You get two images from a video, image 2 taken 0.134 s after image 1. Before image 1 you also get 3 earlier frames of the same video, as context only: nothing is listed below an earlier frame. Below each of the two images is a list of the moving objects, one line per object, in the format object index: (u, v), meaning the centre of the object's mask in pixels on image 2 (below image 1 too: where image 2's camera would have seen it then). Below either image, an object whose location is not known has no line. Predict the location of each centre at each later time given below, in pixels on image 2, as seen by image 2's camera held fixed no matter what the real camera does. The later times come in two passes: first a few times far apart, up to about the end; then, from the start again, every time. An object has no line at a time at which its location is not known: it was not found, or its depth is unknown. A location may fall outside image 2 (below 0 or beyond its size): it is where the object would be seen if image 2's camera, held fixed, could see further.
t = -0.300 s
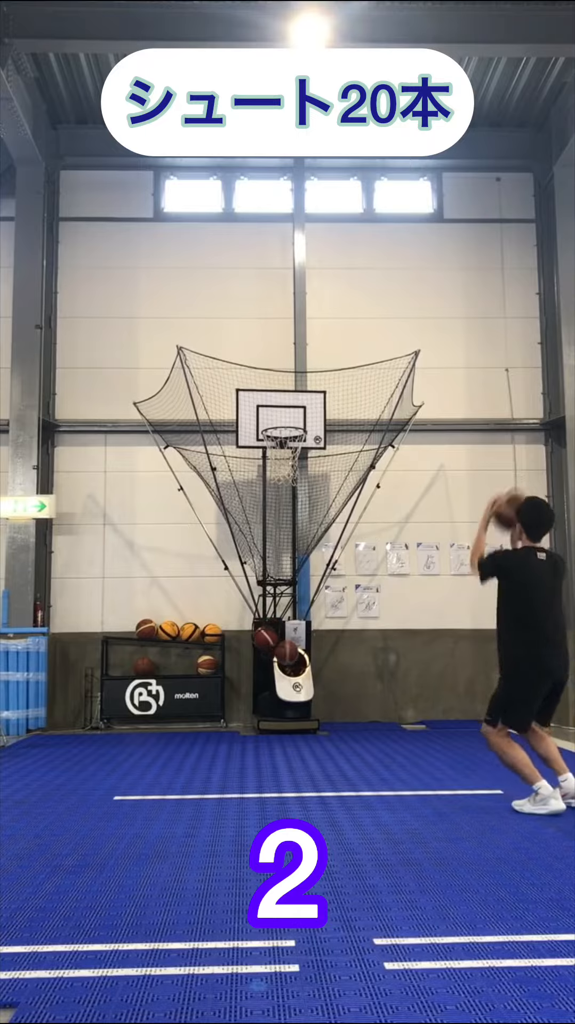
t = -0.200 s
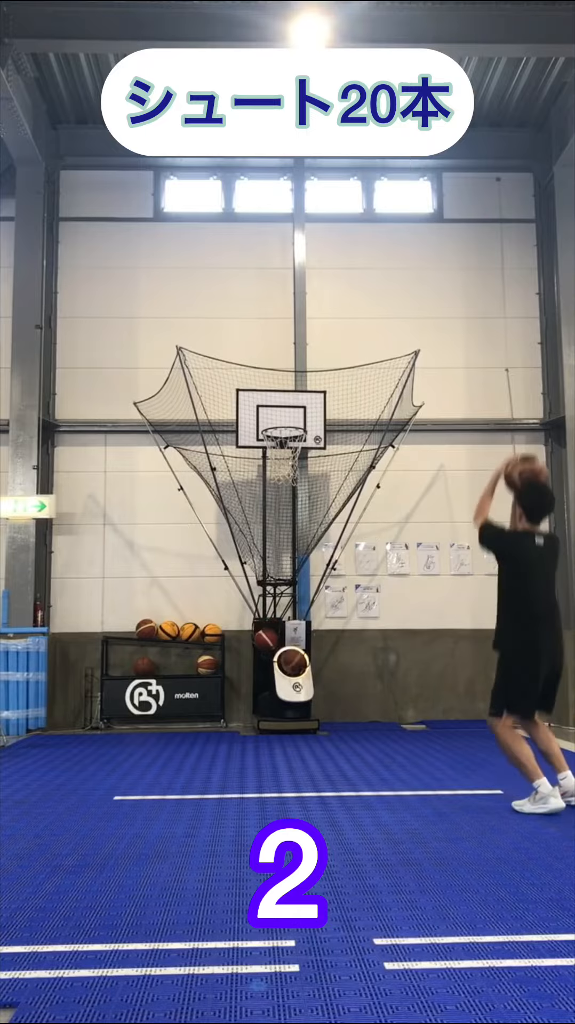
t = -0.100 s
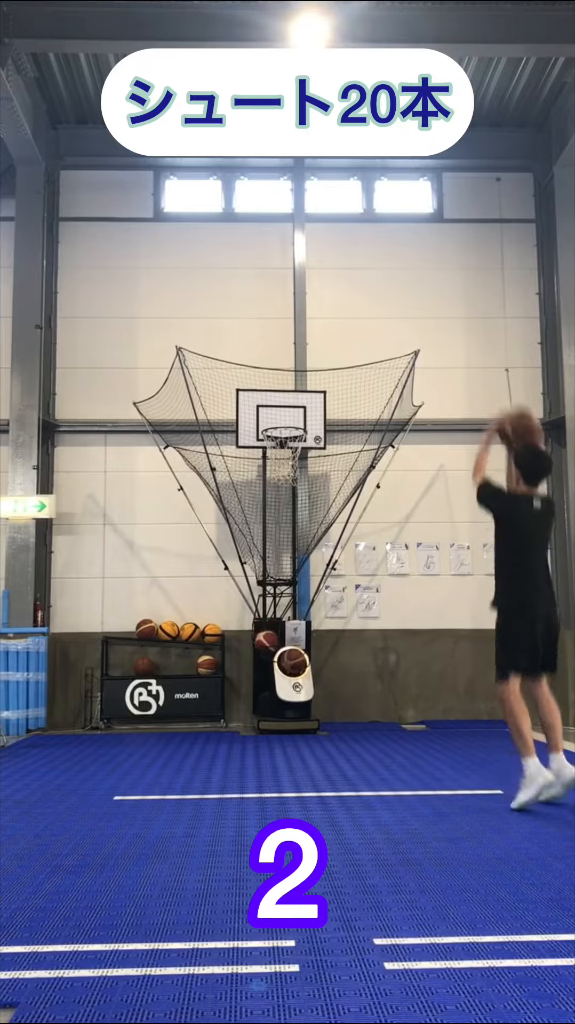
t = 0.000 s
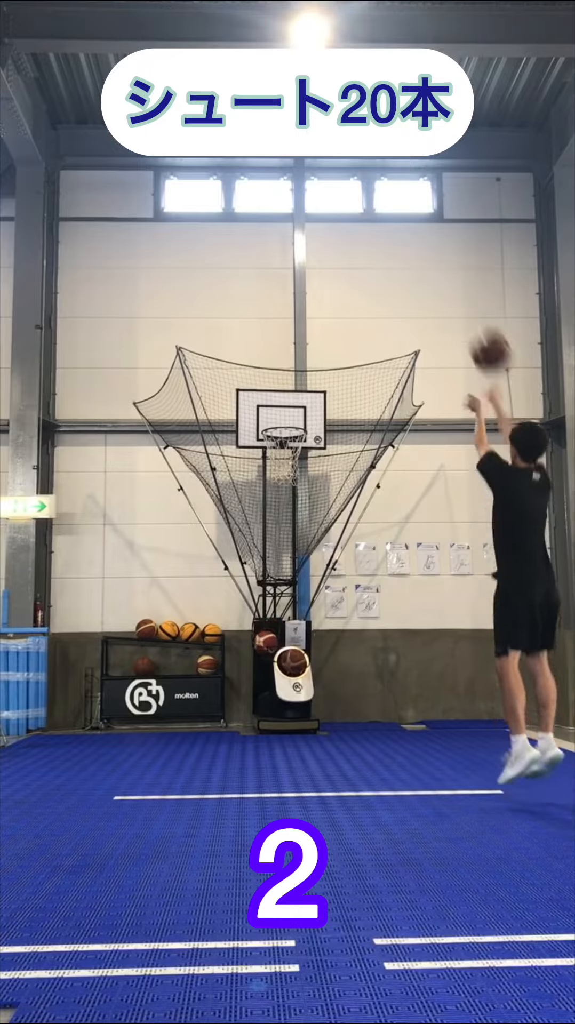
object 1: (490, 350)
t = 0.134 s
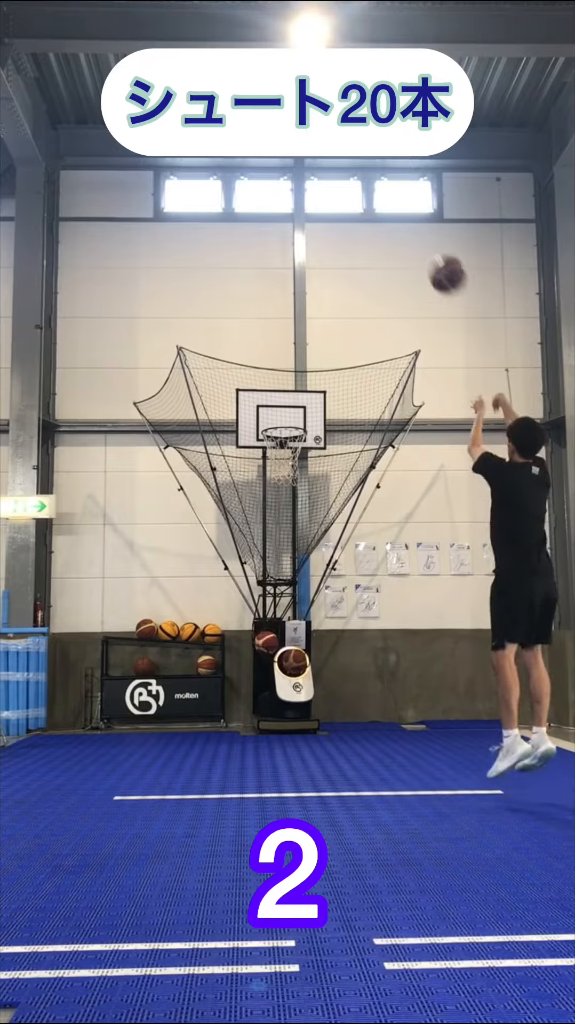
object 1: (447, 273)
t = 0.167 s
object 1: (438, 260)
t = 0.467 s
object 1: (372, 224)
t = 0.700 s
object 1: (337, 267)
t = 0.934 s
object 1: (309, 352)
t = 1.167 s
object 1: (285, 464)
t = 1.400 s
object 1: (270, 525)
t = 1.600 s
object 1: (270, 564)
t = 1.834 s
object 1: (295, 552)
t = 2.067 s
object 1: (310, 541)
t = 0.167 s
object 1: (438, 260)
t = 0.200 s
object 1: (429, 250)
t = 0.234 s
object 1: (420, 242)
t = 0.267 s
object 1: (413, 235)
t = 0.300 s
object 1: (405, 231)
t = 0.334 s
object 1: (398, 227)
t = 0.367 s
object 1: (391, 224)
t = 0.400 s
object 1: (384, 224)
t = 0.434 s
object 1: (378, 224)
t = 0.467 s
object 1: (372, 224)
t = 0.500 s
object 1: (366, 228)
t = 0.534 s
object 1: (360, 231)
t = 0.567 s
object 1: (355, 236)
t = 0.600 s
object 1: (350, 243)
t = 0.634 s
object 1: (346, 250)
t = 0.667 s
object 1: (341, 258)
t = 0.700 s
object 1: (337, 267)
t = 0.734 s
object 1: (332, 277)
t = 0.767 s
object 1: (328, 287)
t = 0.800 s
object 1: (324, 299)
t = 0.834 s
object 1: (320, 311)
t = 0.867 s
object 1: (316, 324)
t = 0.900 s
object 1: (312, 338)
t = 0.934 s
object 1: (309, 352)
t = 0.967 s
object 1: (305, 366)
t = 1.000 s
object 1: (301, 383)
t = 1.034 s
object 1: (298, 400)
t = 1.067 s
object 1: (294, 416)
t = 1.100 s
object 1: (290, 434)
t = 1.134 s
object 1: (283, 450)
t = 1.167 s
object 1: (285, 464)
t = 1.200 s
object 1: (284, 470)
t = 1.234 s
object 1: (280, 477)
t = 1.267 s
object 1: (278, 485)
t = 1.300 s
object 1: (275, 494)
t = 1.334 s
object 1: (273, 504)
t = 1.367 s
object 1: (272, 515)
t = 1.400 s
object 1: (270, 525)
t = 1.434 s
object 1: (269, 536)
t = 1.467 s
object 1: (268, 543)
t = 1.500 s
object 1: (268, 550)
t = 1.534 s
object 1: (269, 555)
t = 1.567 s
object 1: (270, 559)
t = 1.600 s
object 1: (270, 564)
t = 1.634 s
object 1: (271, 570)
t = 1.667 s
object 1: (274, 571)
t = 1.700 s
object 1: (278, 567)
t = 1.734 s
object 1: (282, 562)
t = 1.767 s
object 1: (285, 558)
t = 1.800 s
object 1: (290, 555)
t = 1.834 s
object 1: (295, 552)
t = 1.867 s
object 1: (298, 550)
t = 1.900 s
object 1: (301, 548)
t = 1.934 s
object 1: (304, 546)
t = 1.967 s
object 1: (306, 544)
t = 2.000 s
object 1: (308, 542)
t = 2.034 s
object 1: (309, 541)
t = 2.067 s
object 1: (310, 541)
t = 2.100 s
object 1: (311, 540)
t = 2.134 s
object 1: (312, 541)
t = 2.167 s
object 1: (312, 542)
